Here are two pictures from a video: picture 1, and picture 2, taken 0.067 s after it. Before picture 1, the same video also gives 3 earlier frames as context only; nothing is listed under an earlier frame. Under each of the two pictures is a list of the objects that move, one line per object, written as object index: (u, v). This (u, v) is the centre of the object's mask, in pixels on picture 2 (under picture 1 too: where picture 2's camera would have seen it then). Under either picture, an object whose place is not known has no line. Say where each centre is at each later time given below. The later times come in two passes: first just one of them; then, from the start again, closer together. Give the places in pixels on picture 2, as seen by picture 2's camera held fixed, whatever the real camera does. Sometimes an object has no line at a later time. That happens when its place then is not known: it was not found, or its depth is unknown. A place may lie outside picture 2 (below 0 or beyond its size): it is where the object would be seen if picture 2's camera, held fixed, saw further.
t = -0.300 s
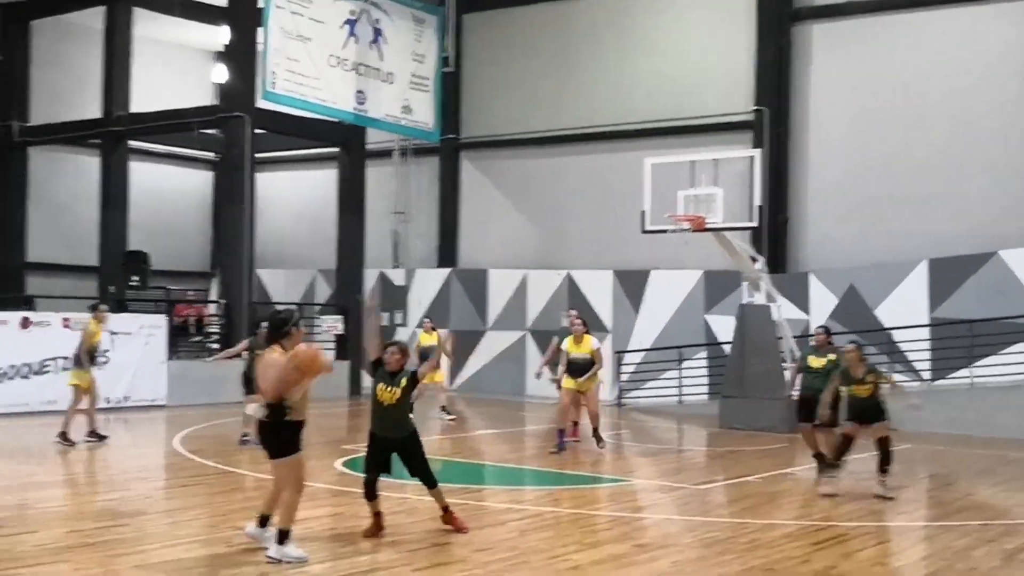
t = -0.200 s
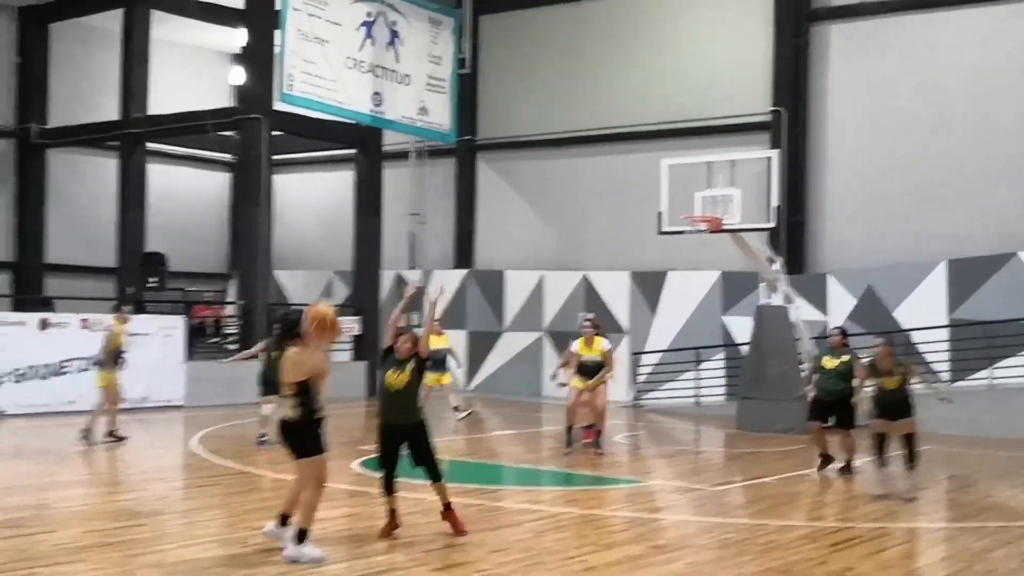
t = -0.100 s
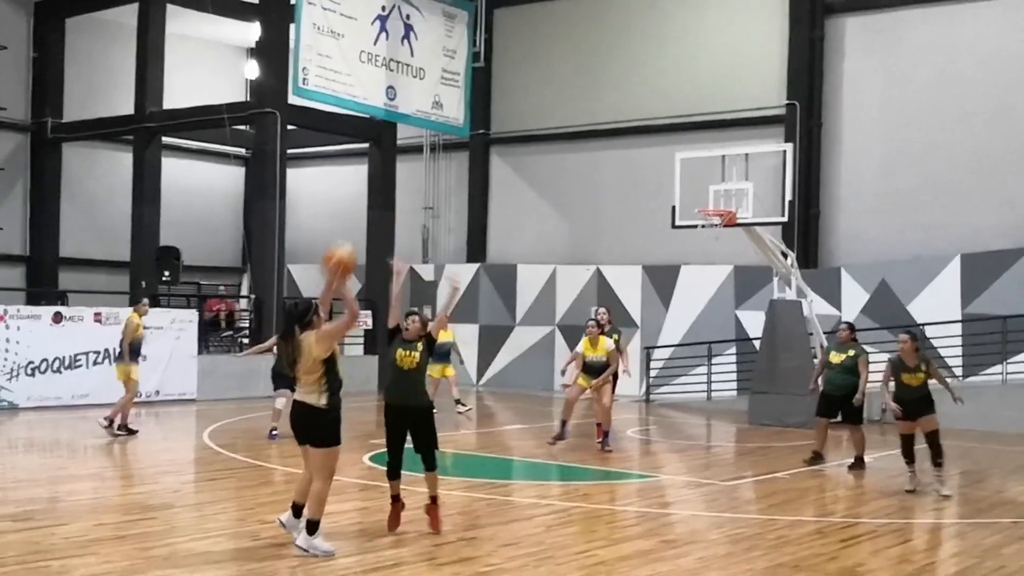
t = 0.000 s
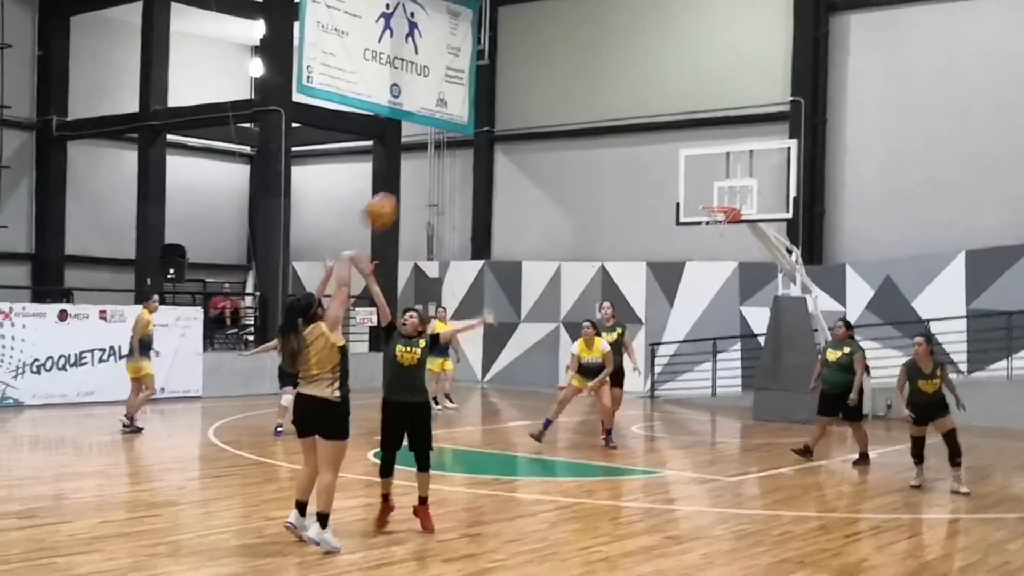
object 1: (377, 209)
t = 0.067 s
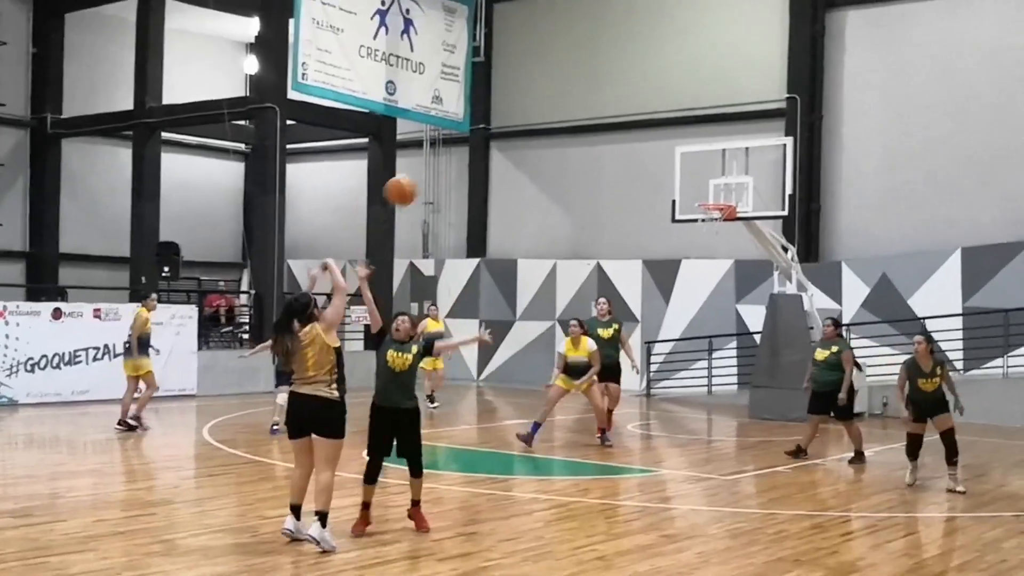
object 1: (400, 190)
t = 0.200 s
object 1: (447, 175)
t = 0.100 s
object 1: (414, 184)
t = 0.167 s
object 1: (437, 177)
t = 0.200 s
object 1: (447, 175)
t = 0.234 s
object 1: (457, 175)
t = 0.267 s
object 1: (467, 177)
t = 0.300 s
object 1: (476, 180)
